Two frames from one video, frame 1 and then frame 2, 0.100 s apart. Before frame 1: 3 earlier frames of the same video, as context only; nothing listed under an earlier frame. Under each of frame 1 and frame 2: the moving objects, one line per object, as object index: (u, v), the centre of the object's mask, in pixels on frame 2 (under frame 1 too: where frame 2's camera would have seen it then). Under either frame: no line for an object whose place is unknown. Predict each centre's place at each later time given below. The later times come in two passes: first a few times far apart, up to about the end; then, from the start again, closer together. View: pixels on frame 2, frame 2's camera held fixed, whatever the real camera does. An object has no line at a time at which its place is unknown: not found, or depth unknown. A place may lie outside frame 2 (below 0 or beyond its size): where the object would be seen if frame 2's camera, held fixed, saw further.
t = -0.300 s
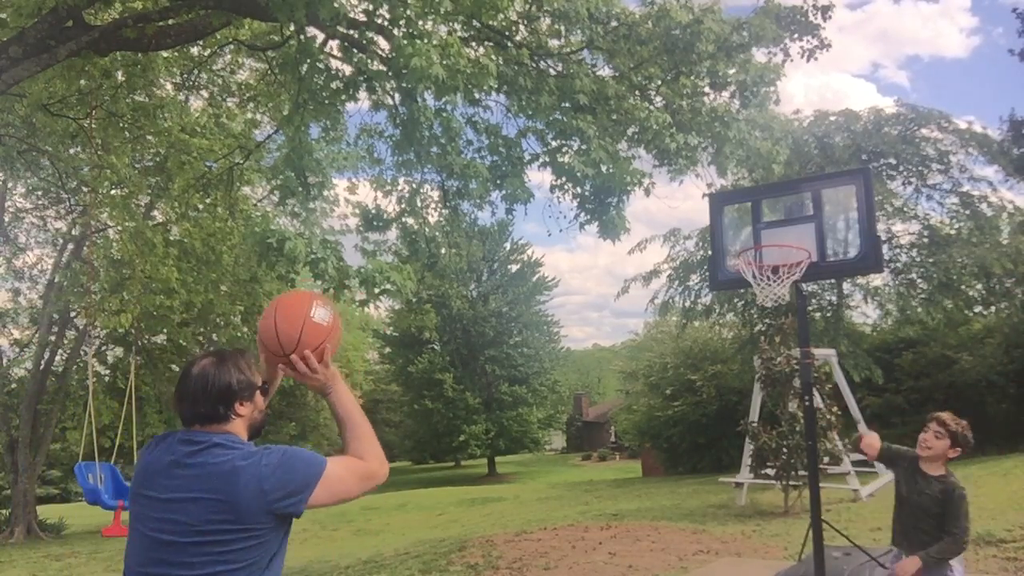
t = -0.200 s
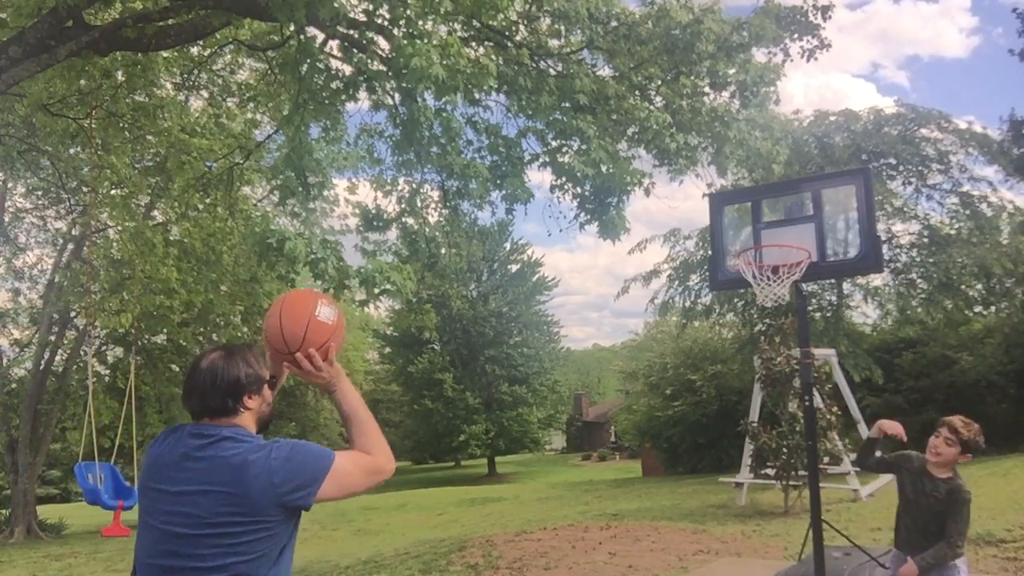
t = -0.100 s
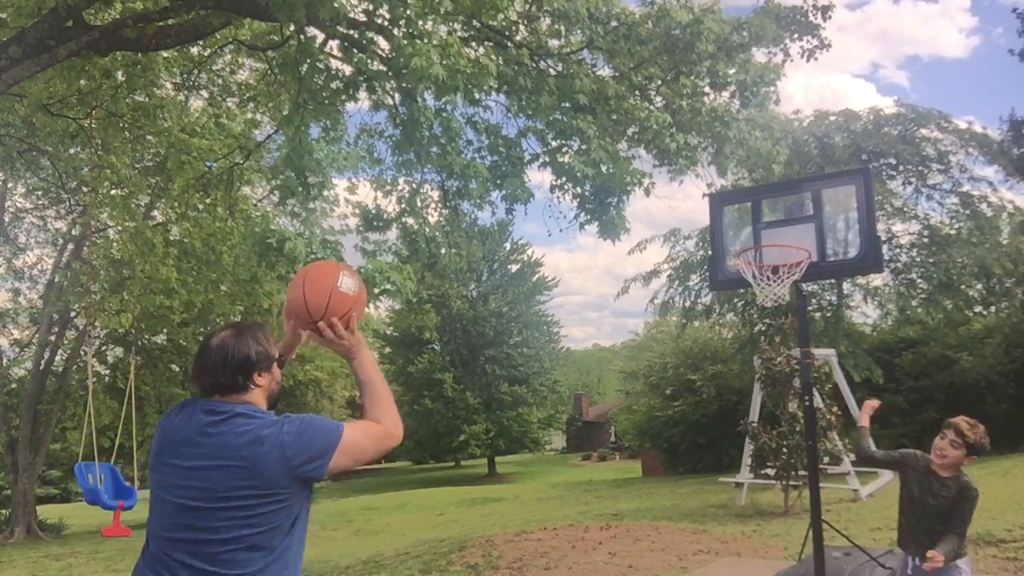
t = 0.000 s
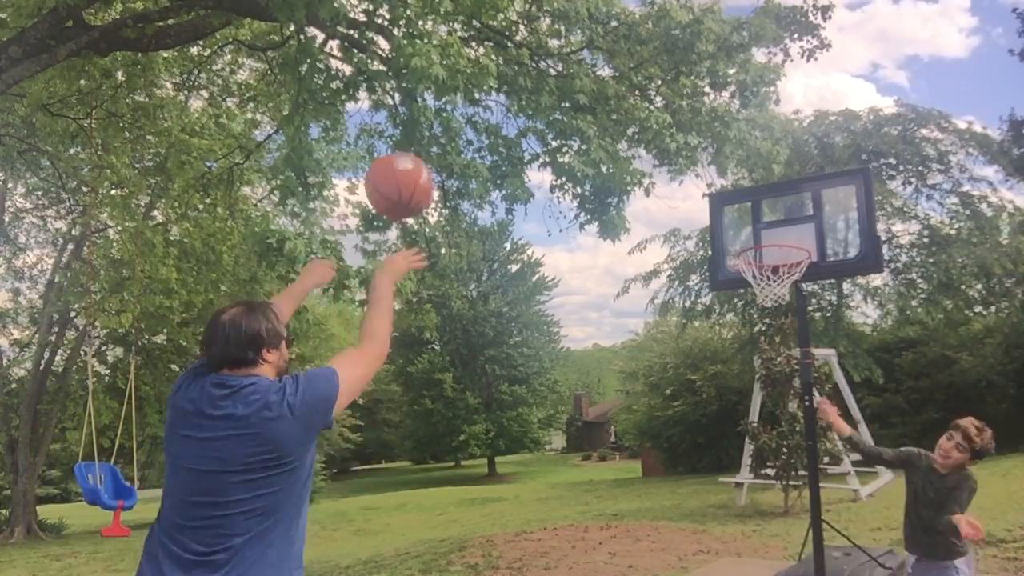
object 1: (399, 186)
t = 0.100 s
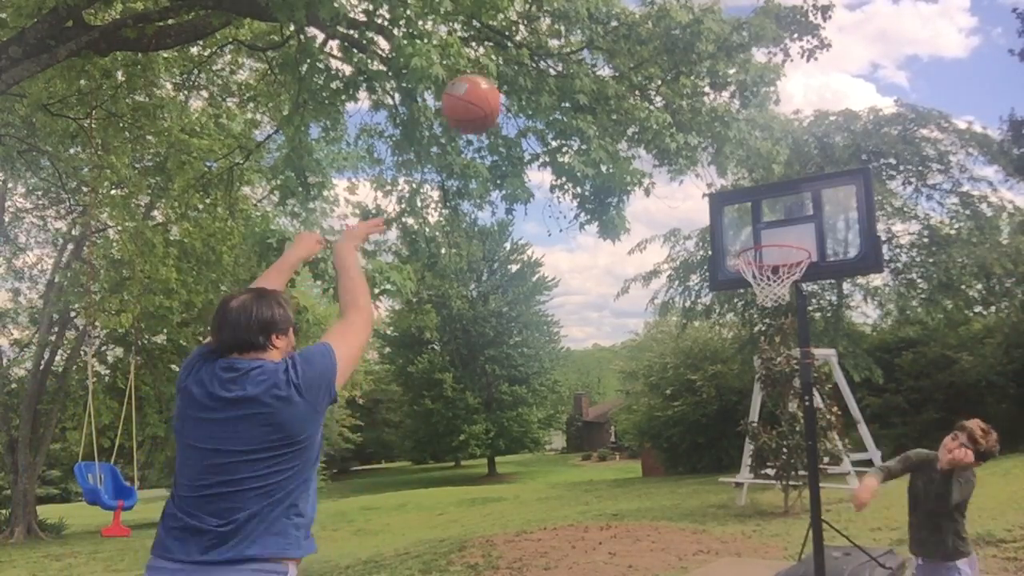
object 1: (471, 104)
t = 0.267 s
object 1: (561, 49)
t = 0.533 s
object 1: (658, 80)
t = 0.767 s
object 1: (719, 177)
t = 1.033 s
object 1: (704, 265)
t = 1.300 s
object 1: (622, 348)
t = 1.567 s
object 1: (554, 513)
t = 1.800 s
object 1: (480, 532)
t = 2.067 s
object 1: (384, 504)
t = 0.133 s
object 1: (492, 86)
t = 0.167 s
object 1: (511, 72)
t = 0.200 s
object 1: (529, 62)
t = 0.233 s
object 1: (544, 53)
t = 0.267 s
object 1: (561, 49)
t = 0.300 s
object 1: (576, 45)
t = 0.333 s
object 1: (589, 44)
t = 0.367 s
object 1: (603, 46)
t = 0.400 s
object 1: (615, 49)
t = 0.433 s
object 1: (626, 55)
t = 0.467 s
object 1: (638, 62)
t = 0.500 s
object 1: (648, 70)
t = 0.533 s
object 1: (658, 80)
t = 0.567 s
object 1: (668, 91)
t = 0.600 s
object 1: (678, 103)
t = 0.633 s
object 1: (686, 116)
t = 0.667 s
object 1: (694, 130)
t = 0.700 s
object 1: (704, 146)
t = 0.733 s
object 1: (712, 161)
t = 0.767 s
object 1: (719, 177)
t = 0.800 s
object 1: (729, 196)
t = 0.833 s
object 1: (736, 215)
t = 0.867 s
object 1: (743, 234)
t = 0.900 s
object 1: (743, 248)
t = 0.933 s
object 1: (732, 255)
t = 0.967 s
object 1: (725, 259)
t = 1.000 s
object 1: (715, 261)
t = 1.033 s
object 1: (704, 265)
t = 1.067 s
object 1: (694, 271)
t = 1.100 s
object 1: (682, 278)
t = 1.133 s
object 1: (672, 286)
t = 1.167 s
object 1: (662, 296)
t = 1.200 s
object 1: (652, 307)
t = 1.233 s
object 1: (642, 319)
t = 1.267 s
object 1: (632, 332)
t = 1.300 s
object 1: (622, 348)
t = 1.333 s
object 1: (614, 363)
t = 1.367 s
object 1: (605, 381)
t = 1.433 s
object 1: (588, 419)
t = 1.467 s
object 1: (580, 440)
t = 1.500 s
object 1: (571, 462)
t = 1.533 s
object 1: (563, 486)
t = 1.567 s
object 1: (554, 513)
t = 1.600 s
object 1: (547, 538)
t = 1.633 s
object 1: (539, 564)
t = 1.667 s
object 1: (531, 570)
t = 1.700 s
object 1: (516, 564)
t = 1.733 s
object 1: (504, 552)
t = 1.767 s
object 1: (492, 541)
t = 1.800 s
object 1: (480, 532)
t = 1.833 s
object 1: (467, 523)
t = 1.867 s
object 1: (455, 516)
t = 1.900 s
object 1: (443, 511)
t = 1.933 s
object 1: (432, 507)
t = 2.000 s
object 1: (408, 503)
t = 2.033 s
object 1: (396, 503)
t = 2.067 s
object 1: (384, 504)
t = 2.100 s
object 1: (373, 507)
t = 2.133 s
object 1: (361, 512)
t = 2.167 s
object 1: (350, 518)
